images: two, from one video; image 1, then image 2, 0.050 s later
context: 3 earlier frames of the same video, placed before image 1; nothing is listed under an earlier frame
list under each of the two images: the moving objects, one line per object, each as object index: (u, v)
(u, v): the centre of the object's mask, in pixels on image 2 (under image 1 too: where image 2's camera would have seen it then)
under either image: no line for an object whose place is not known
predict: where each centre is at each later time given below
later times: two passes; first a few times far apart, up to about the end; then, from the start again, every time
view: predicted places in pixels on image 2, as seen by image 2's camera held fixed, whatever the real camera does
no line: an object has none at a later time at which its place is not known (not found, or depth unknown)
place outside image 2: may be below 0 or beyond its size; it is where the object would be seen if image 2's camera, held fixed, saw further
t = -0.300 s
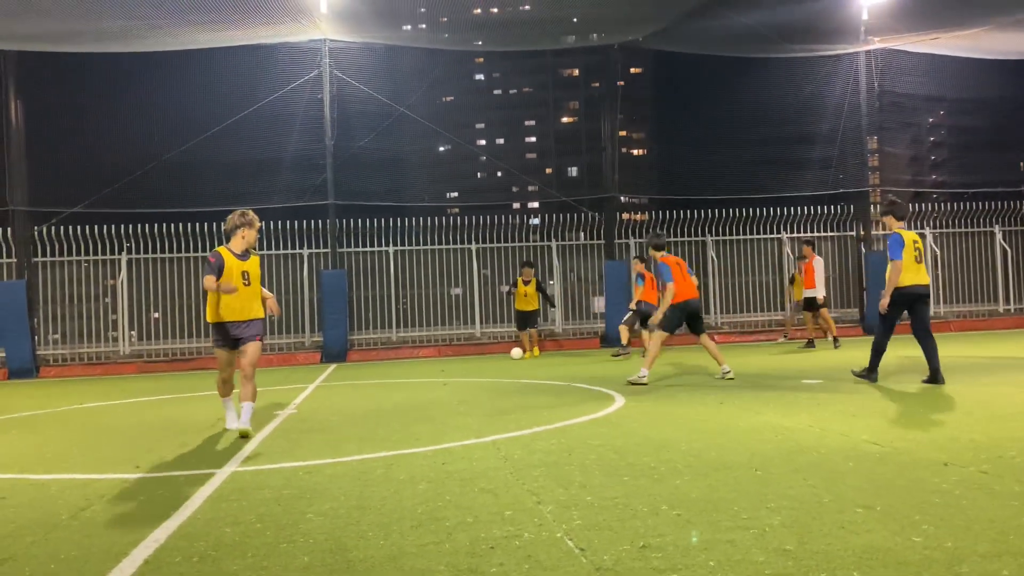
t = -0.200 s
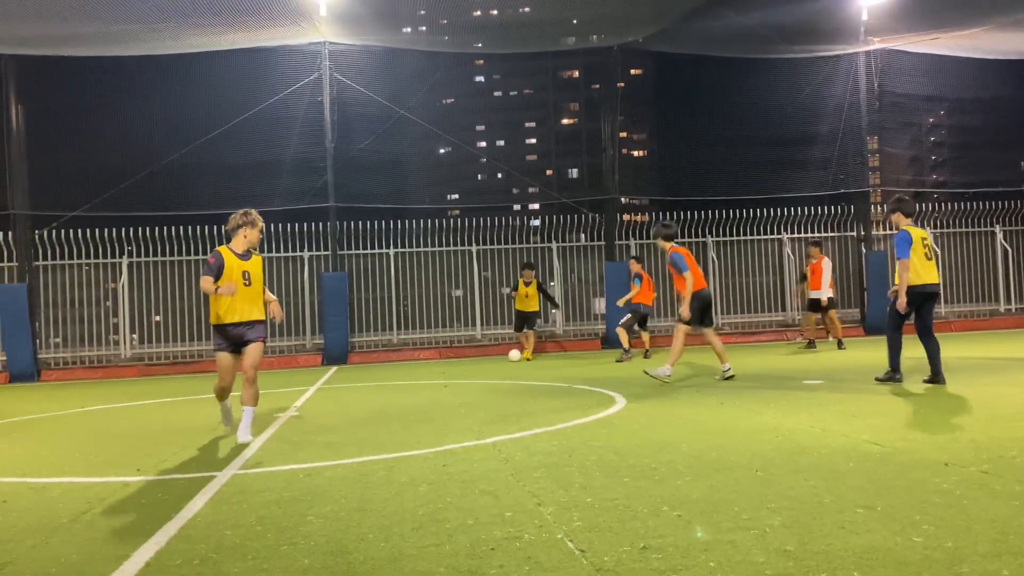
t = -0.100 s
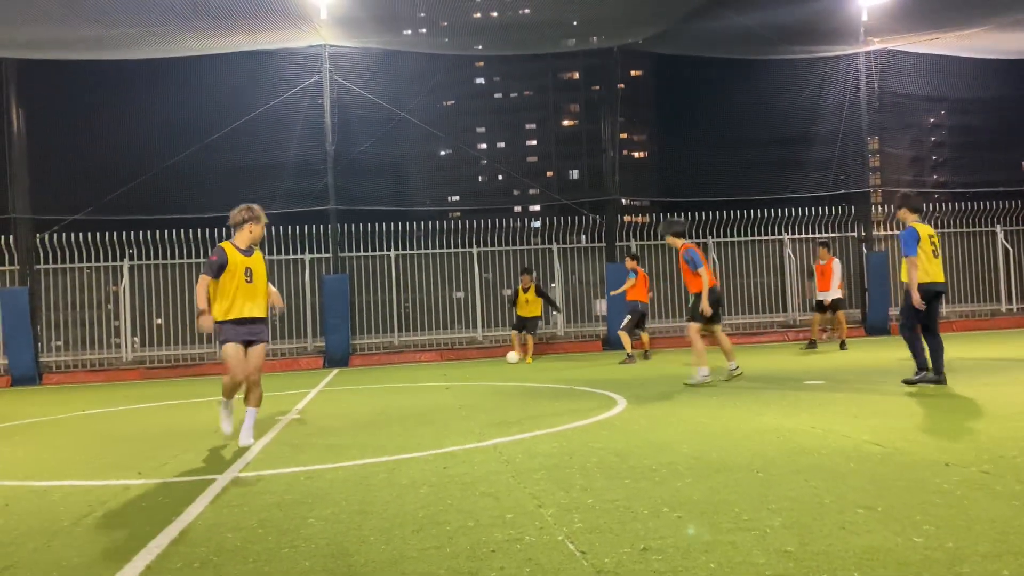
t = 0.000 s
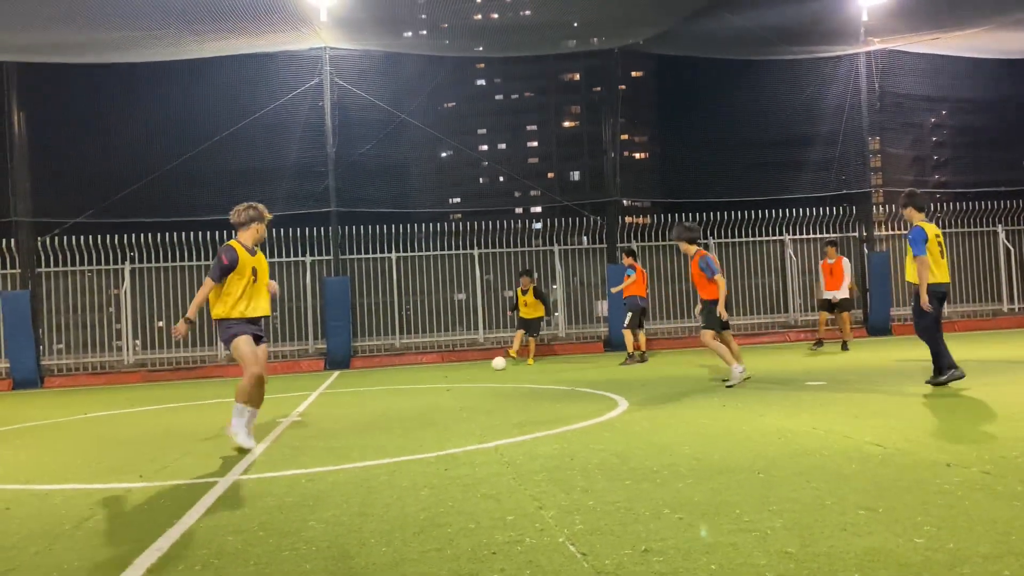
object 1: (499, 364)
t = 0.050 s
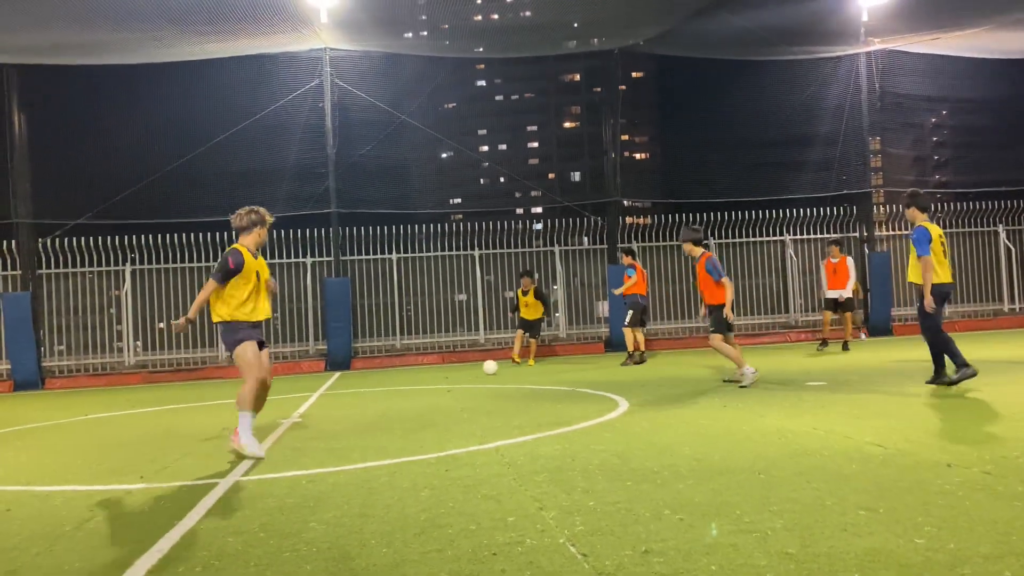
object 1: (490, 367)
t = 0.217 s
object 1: (456, 377)
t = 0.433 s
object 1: (399, 397)
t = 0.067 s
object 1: (487, 367)
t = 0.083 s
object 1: (484, 368)
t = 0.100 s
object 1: (480, 368)
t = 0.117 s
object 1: (477, 369)
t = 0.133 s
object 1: (474, 371)
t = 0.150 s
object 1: (470, 372)
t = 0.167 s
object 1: (468, 374)
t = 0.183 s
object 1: (463, 376)
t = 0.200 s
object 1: (460, 376)
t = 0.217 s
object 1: (456, 377)
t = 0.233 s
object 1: (451, 378)
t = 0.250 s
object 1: (448, 379)
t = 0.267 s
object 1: (444, 381)
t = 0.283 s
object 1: (439, 382)
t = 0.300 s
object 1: (435, 384)
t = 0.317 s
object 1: (431, 386)
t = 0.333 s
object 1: (427, 386)
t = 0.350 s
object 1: (423, 387)
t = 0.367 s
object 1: (419, 388)
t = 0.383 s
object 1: (413, 390)
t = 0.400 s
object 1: (409, 392)
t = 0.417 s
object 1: (404, 394)
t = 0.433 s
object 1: (399, 397)
